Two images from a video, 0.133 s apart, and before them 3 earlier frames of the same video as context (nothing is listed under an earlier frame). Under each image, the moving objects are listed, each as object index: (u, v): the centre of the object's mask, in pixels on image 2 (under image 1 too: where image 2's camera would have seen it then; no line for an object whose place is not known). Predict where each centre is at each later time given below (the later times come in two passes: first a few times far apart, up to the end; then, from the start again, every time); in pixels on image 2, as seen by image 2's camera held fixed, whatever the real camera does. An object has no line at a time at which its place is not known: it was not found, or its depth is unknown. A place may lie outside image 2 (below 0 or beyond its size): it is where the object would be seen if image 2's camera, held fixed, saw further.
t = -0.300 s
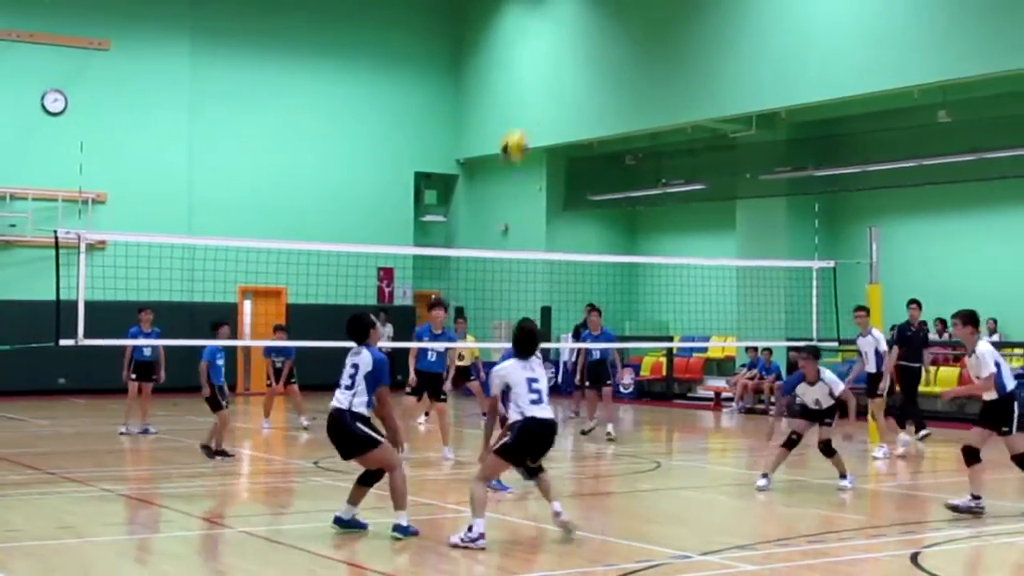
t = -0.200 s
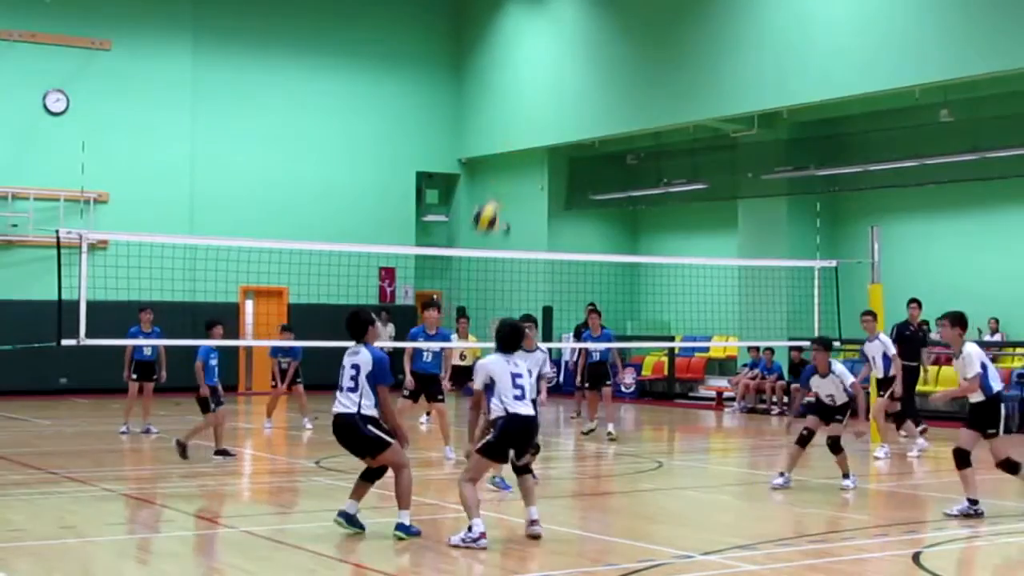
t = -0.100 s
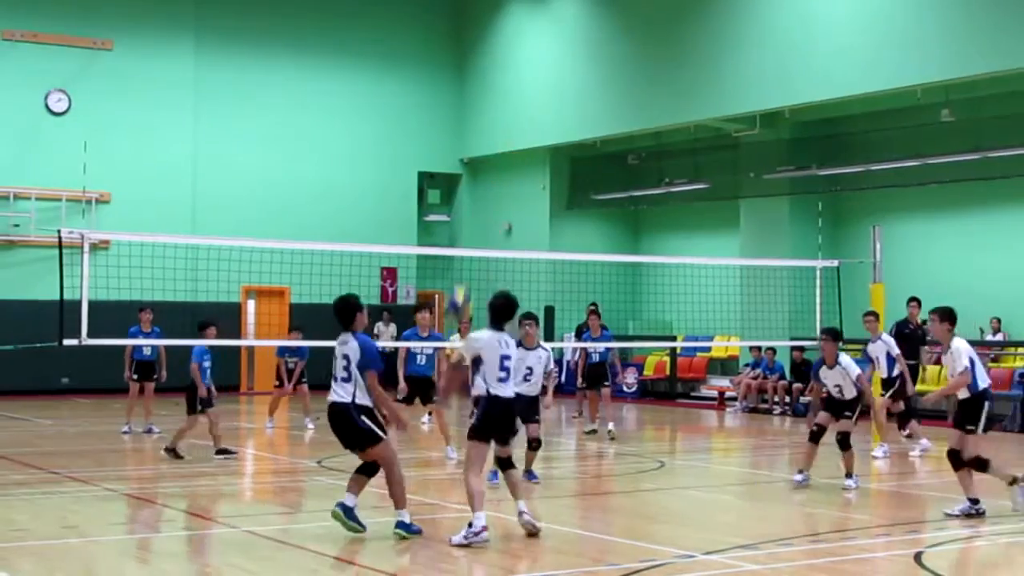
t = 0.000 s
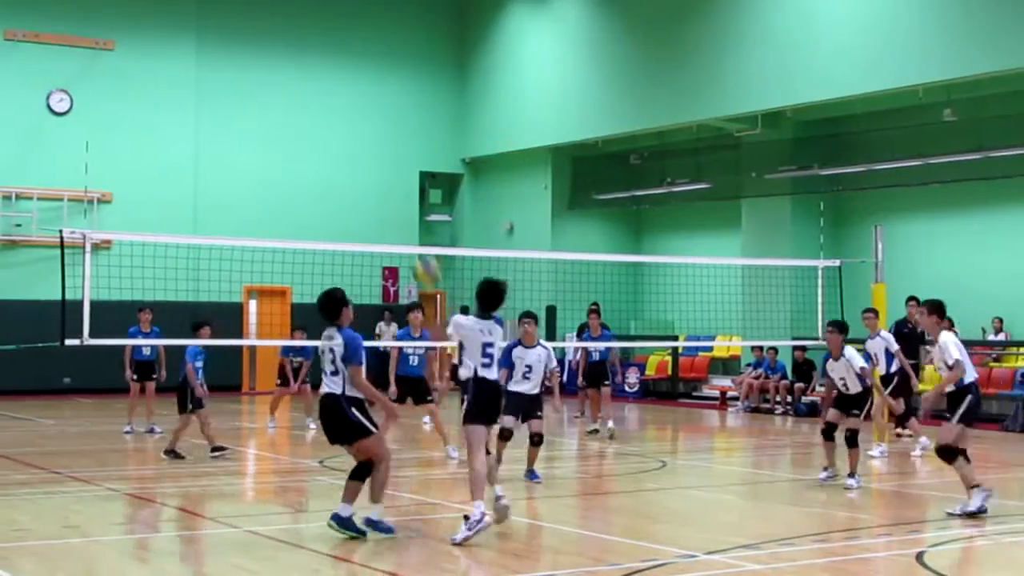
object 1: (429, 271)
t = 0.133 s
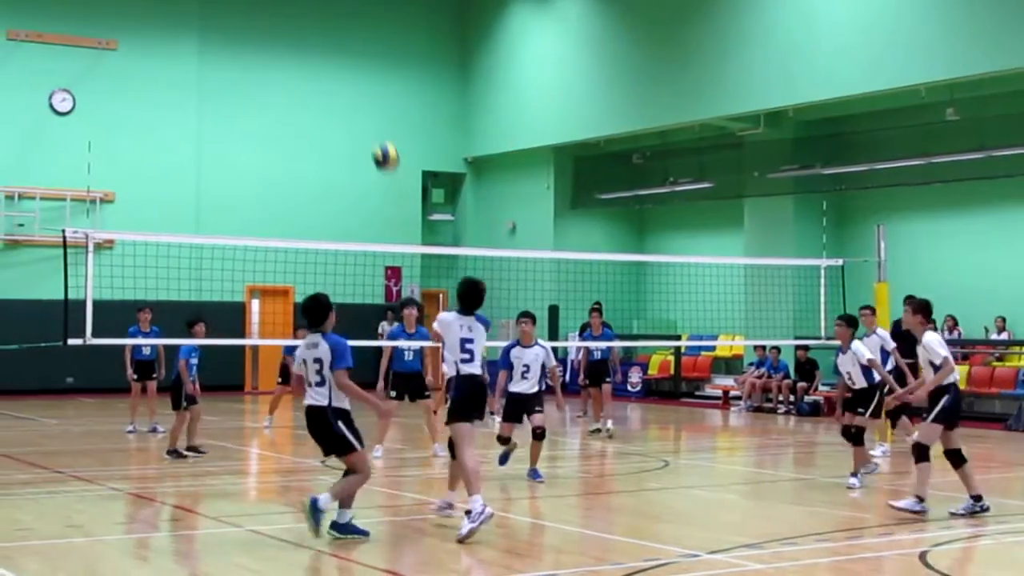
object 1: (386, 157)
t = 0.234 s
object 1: (356, 98)
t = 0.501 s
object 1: (294, 17)
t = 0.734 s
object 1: (249, 17)
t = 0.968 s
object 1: (210, 65)
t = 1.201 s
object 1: (176, 151)
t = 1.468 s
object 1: (142, 286)
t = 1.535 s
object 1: (133, 323)
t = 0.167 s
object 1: (376, 136)
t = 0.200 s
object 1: (367, 116)
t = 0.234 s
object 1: (356, 98)
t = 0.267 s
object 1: (349, 82)
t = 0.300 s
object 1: (340, 67)
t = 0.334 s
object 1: (332, 55)
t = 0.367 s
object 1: (324, 44)
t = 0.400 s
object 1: (317, 37)
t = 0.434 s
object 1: (310, 28)
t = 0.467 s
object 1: (302, 22)
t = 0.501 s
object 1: (294, 17)
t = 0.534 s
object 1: (288, 14)
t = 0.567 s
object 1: (281, 12)
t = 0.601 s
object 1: (274, 10)
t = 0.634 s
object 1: (267, 12)
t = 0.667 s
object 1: (262, 12)
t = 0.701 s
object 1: (255, 13)
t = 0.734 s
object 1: (249, 17)
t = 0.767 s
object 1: (243, 21)
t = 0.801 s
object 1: (237, 26)
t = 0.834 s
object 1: (231, 31)
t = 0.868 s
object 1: (226, 39)
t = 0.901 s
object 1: (221, 47)
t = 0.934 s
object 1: (214, 56)
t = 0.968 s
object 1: (210, 65)
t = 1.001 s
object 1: (205, 75)
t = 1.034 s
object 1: (200, 86)
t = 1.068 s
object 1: (195, 97)
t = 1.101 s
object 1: (191, 110)
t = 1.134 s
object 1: (186, 123)
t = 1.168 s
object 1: (180, 137)
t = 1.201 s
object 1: (176, 151)
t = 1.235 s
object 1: (171, 166)
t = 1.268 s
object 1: (167, 181)
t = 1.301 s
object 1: (163, 197)
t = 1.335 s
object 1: (158, 215)
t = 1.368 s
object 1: (155, 228)
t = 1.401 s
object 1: (149, 250)
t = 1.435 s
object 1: (145, 268)
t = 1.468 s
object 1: (142, 286)
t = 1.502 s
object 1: (138, 305)
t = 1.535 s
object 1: (133, 323)
